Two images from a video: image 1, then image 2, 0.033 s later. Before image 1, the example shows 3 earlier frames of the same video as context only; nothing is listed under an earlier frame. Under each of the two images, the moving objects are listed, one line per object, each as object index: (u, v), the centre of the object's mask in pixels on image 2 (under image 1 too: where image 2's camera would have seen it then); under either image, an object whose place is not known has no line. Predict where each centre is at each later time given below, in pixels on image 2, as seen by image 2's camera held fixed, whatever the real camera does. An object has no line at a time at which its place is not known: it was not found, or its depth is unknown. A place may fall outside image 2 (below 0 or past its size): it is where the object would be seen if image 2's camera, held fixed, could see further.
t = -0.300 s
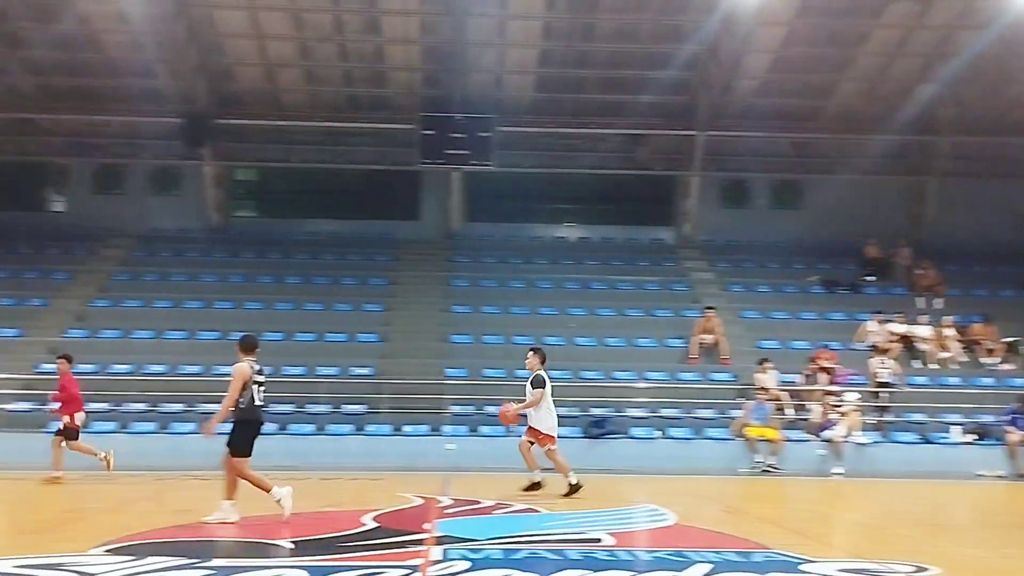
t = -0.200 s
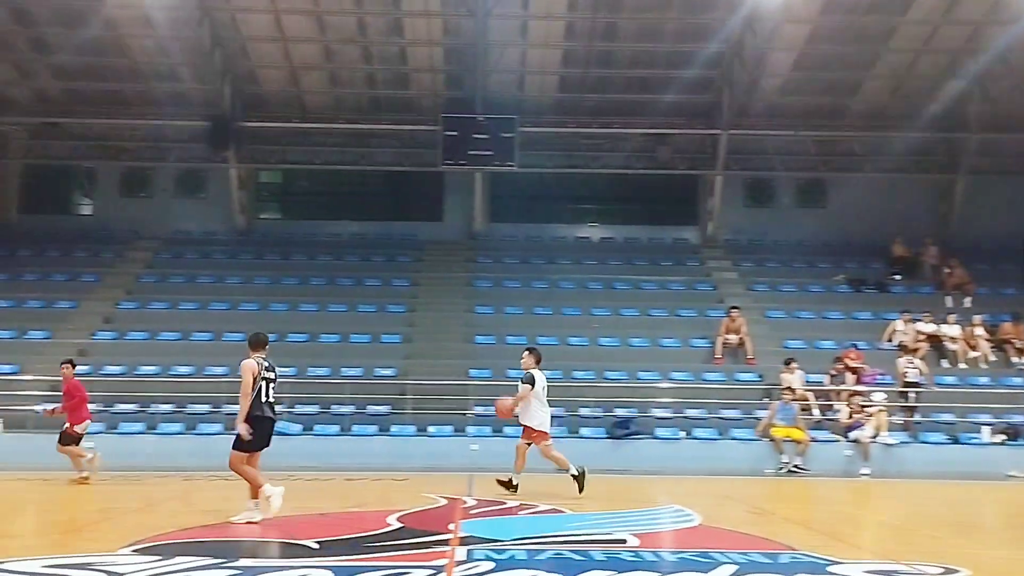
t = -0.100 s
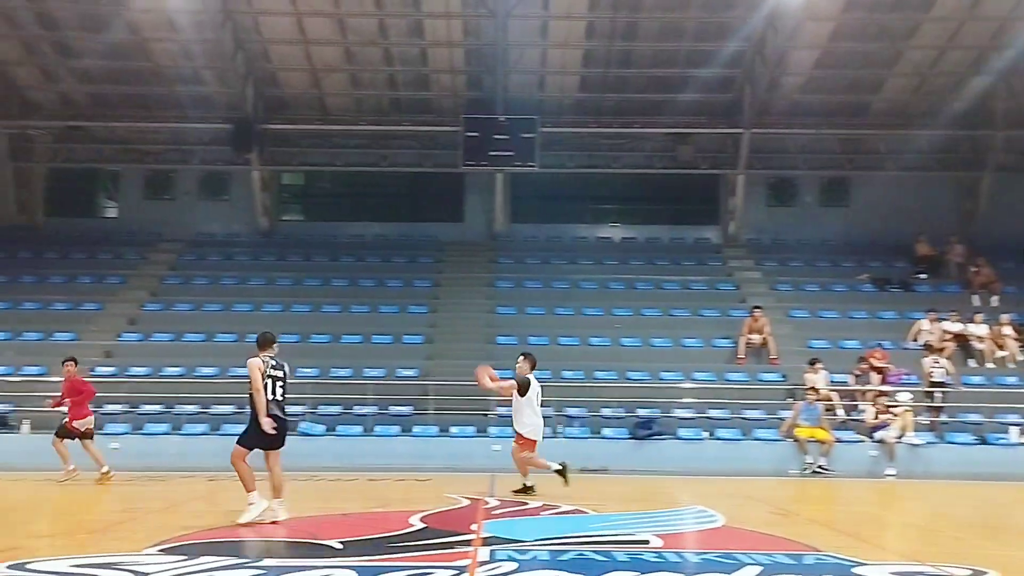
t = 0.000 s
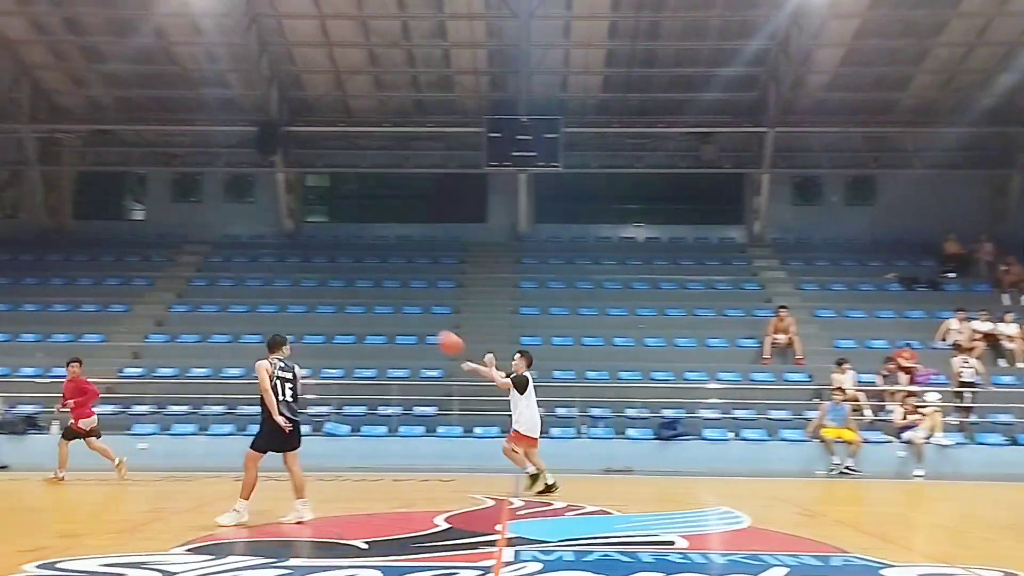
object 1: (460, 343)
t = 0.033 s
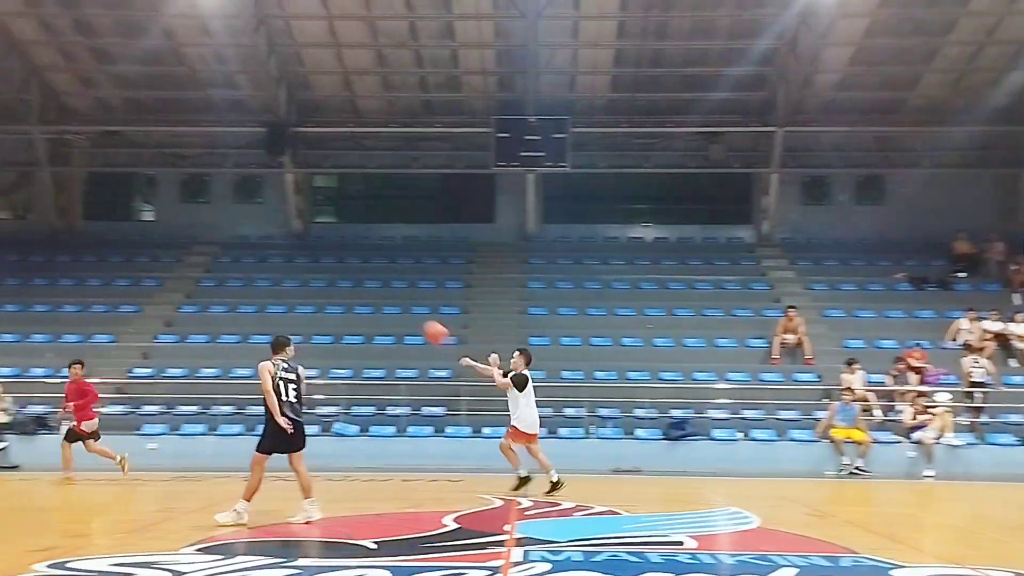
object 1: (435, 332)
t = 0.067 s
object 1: (412, 324)
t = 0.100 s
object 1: (388, 315)
